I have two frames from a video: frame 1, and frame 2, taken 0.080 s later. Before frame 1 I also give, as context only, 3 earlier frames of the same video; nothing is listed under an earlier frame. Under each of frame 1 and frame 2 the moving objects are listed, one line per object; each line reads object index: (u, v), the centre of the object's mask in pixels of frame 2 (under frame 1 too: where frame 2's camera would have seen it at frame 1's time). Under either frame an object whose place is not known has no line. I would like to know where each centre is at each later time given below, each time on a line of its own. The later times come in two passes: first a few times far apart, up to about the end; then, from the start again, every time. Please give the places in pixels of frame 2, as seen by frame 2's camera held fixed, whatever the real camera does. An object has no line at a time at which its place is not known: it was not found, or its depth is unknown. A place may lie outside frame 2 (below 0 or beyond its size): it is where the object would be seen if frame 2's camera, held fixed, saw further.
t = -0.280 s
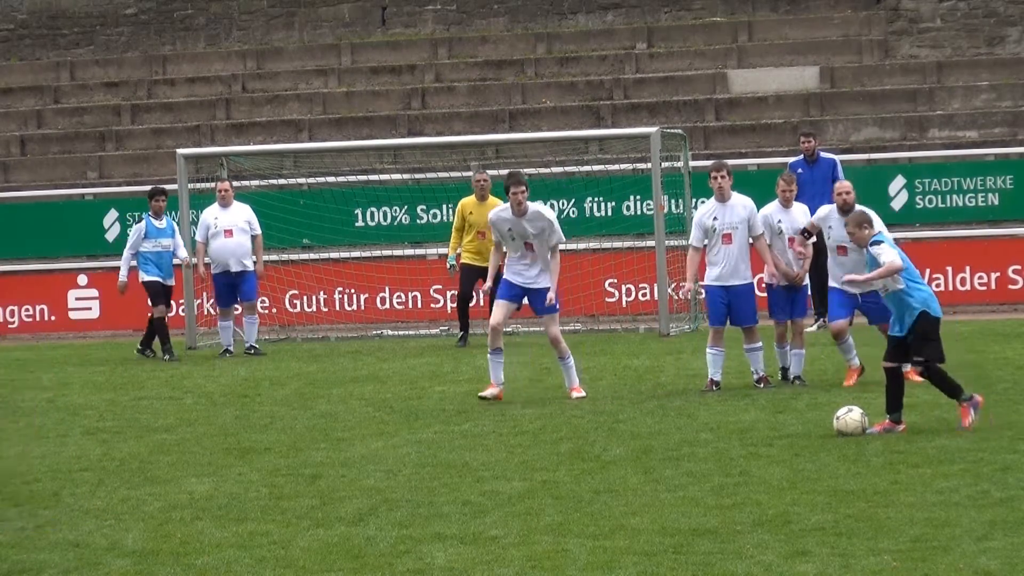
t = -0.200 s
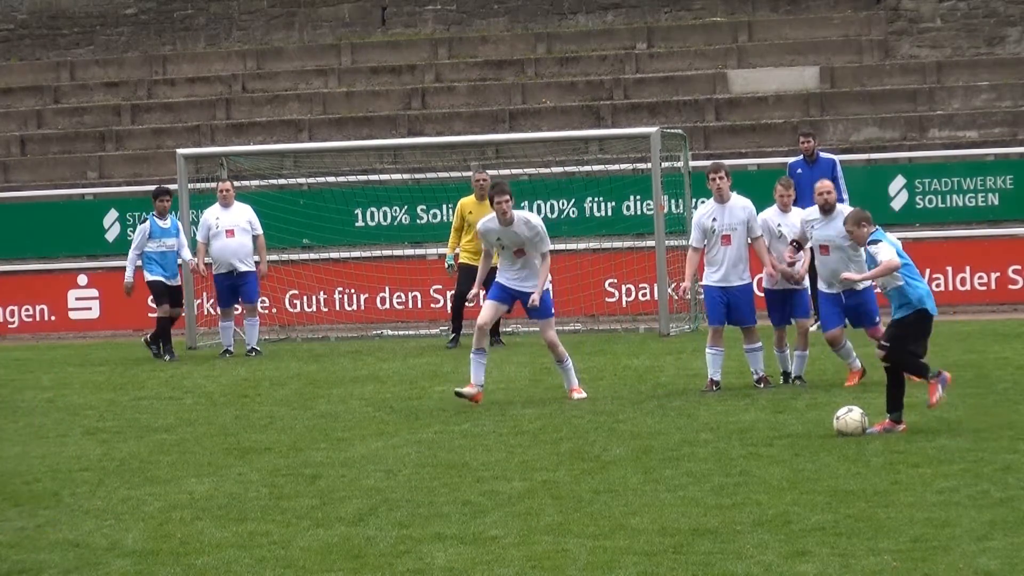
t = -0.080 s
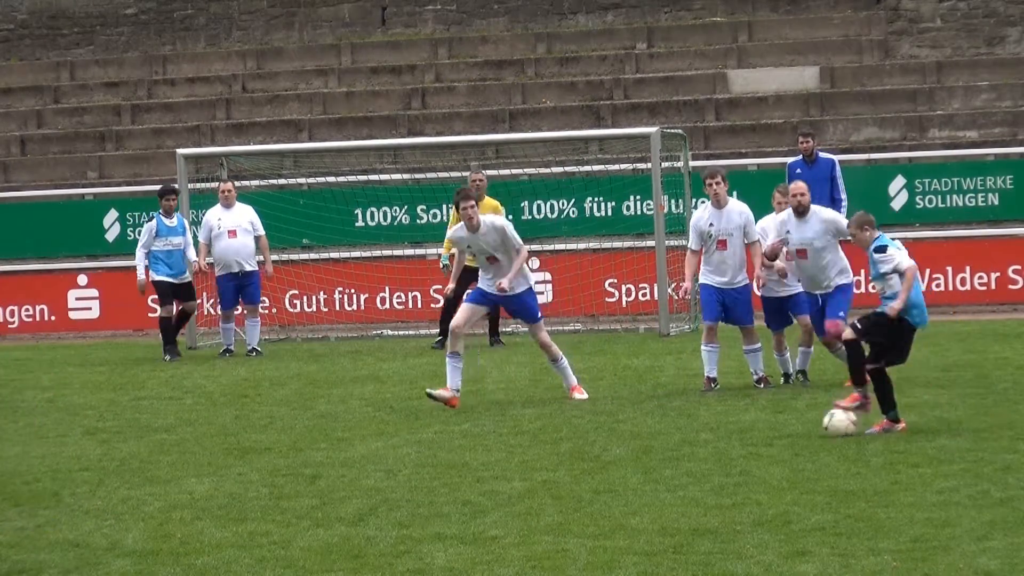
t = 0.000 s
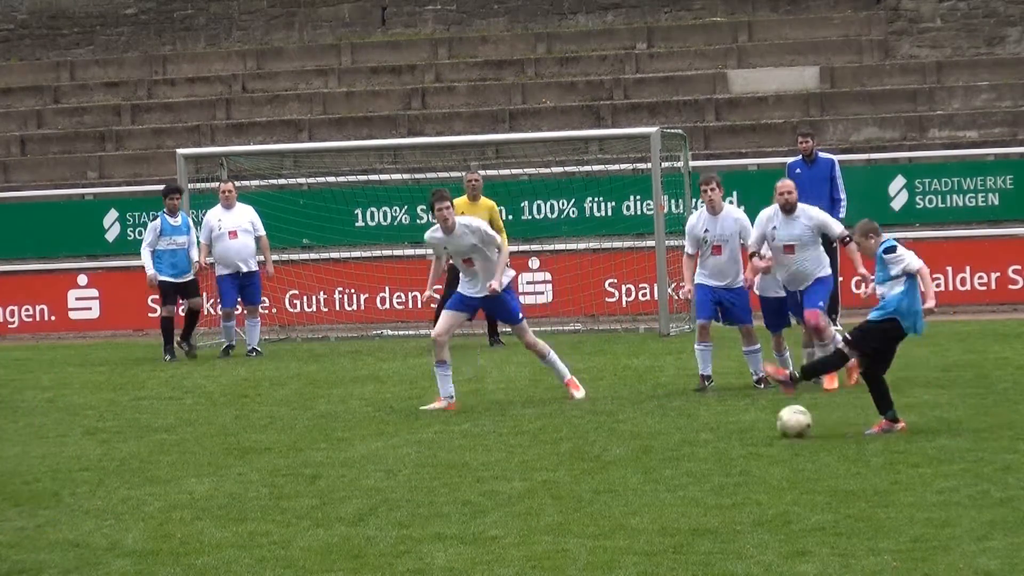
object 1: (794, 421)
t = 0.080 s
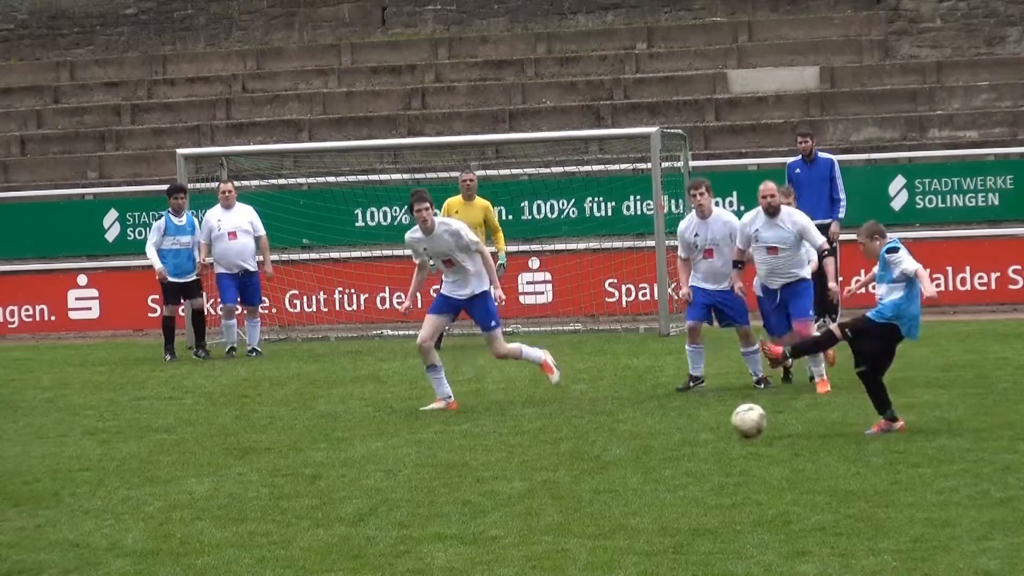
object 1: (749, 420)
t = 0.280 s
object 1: (639, 429)
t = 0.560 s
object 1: (494, 435)
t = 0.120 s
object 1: (727, 423)
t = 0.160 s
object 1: (705, 427)
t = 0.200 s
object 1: (683, 427)
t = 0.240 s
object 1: (660, 427)
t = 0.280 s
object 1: (639, 429)
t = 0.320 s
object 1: (617, 431)
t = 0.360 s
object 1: (596, 432)
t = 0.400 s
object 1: (575, 432)
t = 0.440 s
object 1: (555, 433)
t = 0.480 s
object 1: (534, 435)
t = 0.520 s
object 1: (514, 435)
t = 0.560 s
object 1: (494, 435)
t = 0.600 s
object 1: (474, 436)
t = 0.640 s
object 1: (455, 438)
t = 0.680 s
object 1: (436, 438)
